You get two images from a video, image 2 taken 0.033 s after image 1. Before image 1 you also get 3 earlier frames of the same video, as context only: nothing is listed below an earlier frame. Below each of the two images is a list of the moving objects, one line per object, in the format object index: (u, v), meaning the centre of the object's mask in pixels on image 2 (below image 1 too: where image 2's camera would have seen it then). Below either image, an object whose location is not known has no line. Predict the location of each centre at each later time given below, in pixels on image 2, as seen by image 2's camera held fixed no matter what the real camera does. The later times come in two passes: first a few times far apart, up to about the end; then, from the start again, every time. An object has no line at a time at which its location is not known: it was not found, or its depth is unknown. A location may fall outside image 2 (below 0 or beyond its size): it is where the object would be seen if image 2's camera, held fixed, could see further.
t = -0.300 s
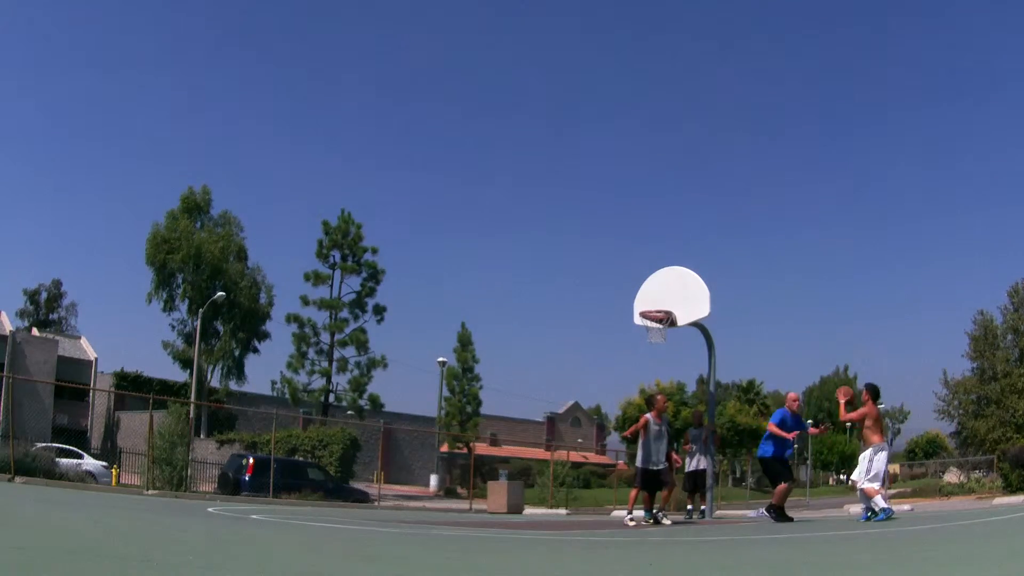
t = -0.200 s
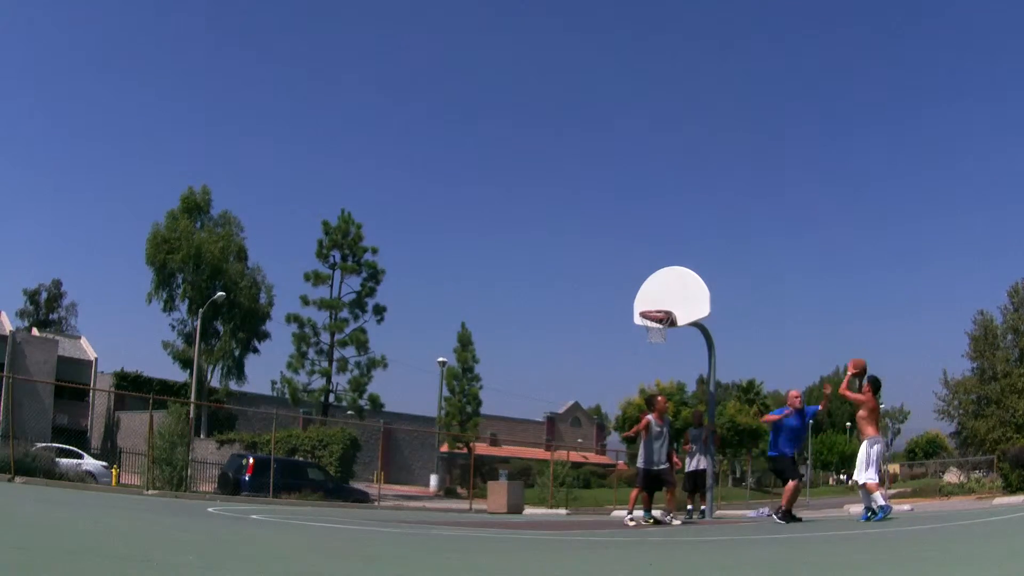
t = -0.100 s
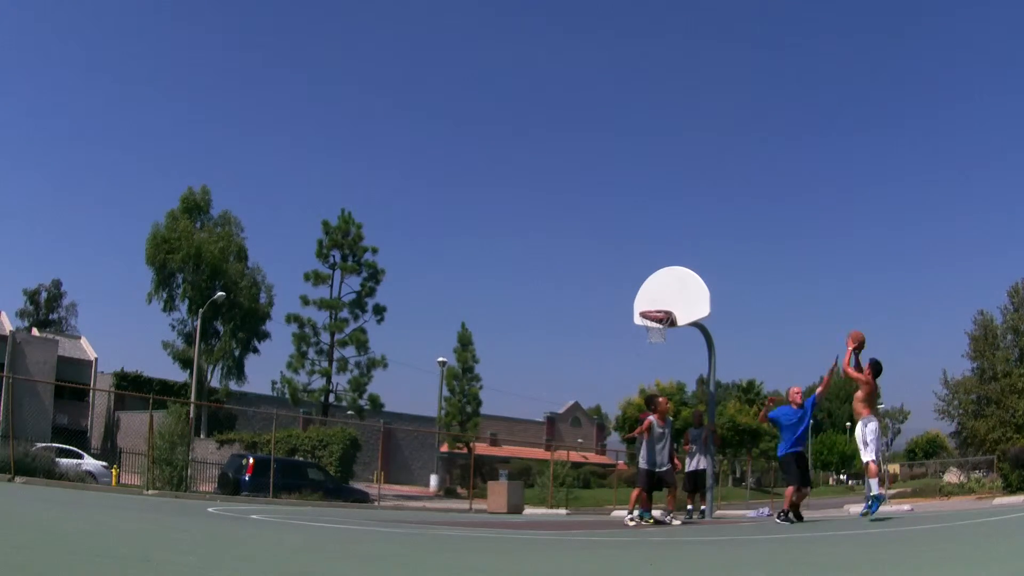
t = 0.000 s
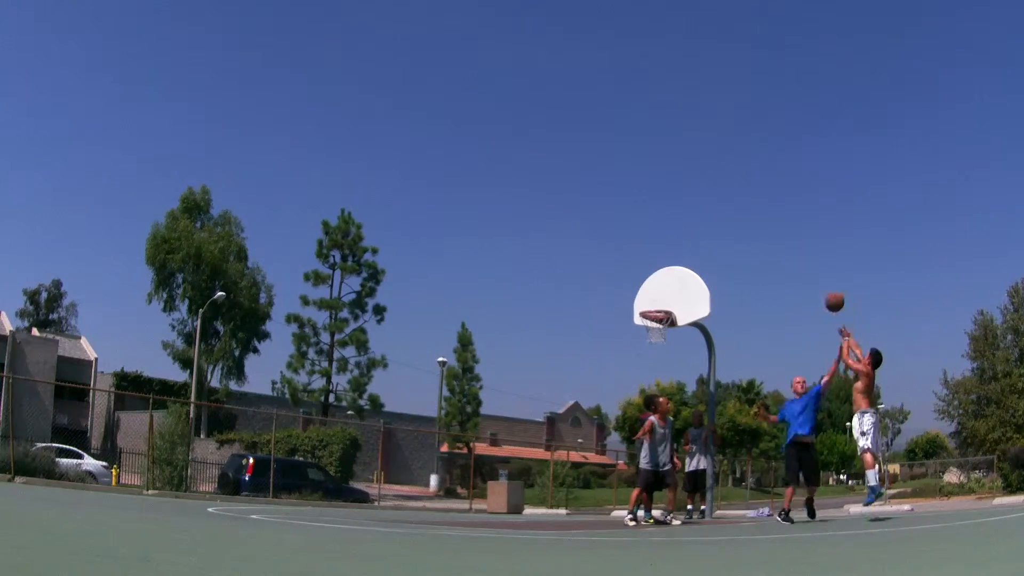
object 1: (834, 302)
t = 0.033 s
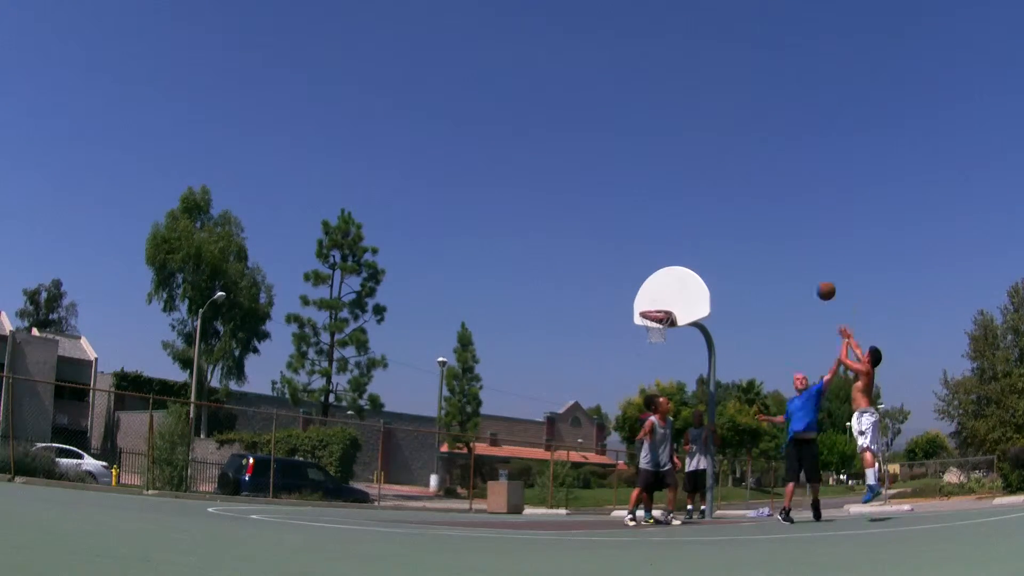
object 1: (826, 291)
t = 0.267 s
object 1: (771, 239)
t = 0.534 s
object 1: (715, 233)
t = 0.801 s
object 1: (666, 273)
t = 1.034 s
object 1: (666, 291)
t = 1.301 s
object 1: (687, 277)
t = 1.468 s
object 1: (692, 292)
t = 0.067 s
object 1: (817, 281)
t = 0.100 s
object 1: (809, 271)
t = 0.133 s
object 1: (802, 263)
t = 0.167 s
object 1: (794, 256)
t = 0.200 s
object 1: (786, 249)
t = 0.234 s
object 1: (778, 243)
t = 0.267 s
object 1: (771, 239)
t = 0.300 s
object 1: (763, 236)
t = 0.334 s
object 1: (756, 233)
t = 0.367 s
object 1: (749, 231)
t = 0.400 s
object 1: (742, 230)
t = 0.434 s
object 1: (735, 229)
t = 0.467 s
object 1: (729, 229)
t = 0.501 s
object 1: (722, 231)
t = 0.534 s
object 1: (715, 233)
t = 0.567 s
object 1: (709, 235)
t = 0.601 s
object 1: (703, 239)
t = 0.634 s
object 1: (696, 242)
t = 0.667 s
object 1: (690, 247)
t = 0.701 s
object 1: (684, 253)
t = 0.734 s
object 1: (678, 259)
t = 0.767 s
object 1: (672, 266)
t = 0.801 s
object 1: (666, 273)
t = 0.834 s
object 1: (660, 282)
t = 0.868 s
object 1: (654, 291)
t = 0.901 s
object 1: (648, 300)
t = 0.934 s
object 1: (644, 306)
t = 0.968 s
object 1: (652, 301)
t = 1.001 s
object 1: (659, 296)
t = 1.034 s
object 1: (666, 291)
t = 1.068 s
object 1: (673, 288)
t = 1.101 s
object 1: (680, 285)
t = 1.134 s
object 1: (683, 283)
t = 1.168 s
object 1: (684, 280)
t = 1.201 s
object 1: (685, 278)
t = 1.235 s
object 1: (686, 277)
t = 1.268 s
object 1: (687, 277)
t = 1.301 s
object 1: (687, 277)
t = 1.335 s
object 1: (688, 279)
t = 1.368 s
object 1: (689, 281)
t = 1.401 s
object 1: (690, 284)
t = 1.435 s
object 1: (691, 288)
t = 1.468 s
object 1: (692, 292)
